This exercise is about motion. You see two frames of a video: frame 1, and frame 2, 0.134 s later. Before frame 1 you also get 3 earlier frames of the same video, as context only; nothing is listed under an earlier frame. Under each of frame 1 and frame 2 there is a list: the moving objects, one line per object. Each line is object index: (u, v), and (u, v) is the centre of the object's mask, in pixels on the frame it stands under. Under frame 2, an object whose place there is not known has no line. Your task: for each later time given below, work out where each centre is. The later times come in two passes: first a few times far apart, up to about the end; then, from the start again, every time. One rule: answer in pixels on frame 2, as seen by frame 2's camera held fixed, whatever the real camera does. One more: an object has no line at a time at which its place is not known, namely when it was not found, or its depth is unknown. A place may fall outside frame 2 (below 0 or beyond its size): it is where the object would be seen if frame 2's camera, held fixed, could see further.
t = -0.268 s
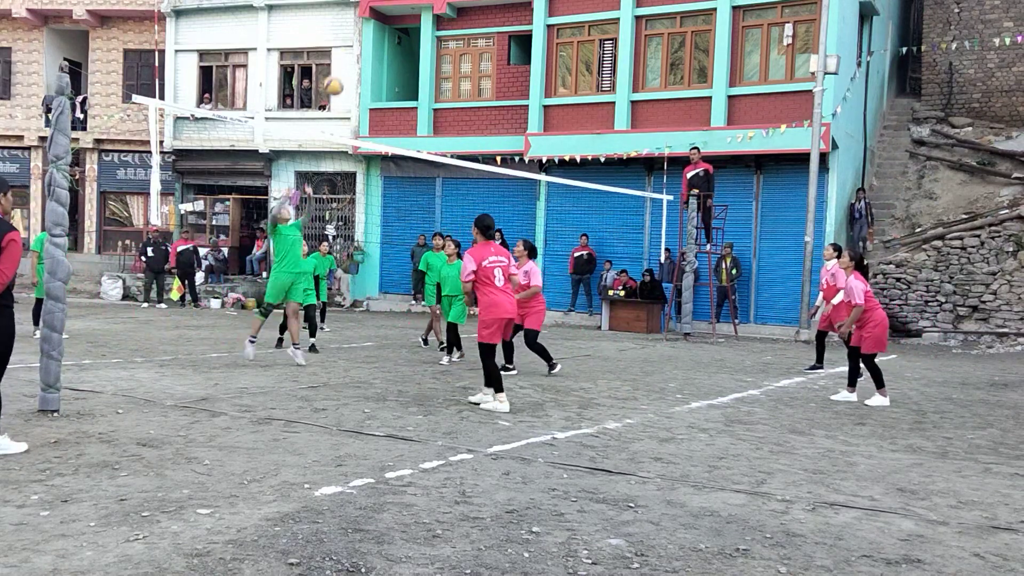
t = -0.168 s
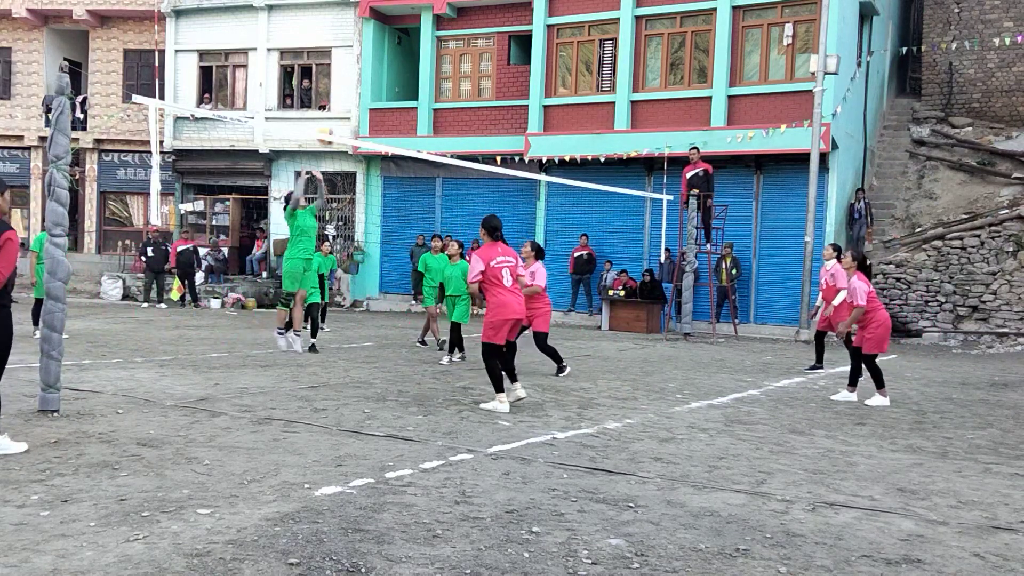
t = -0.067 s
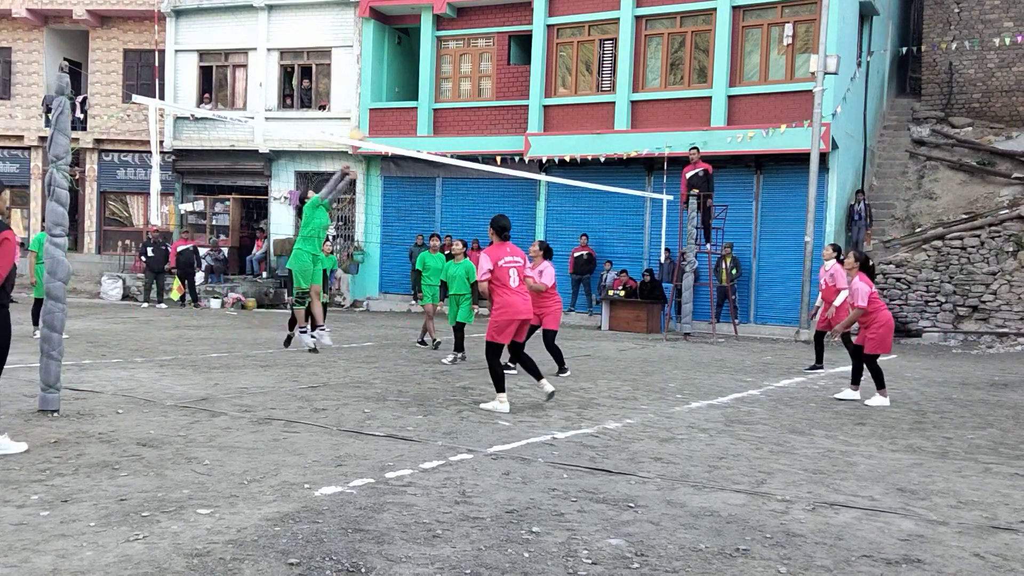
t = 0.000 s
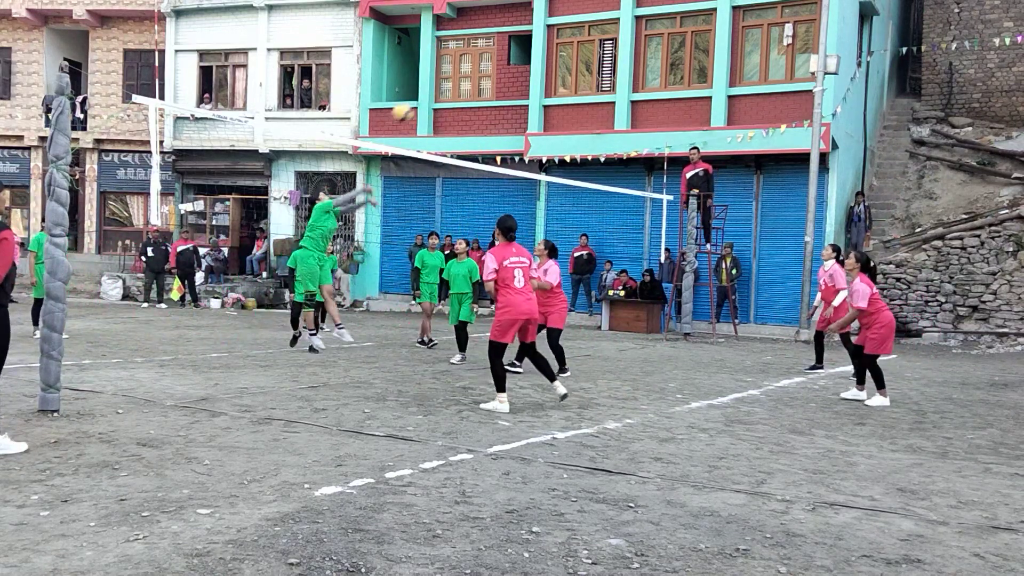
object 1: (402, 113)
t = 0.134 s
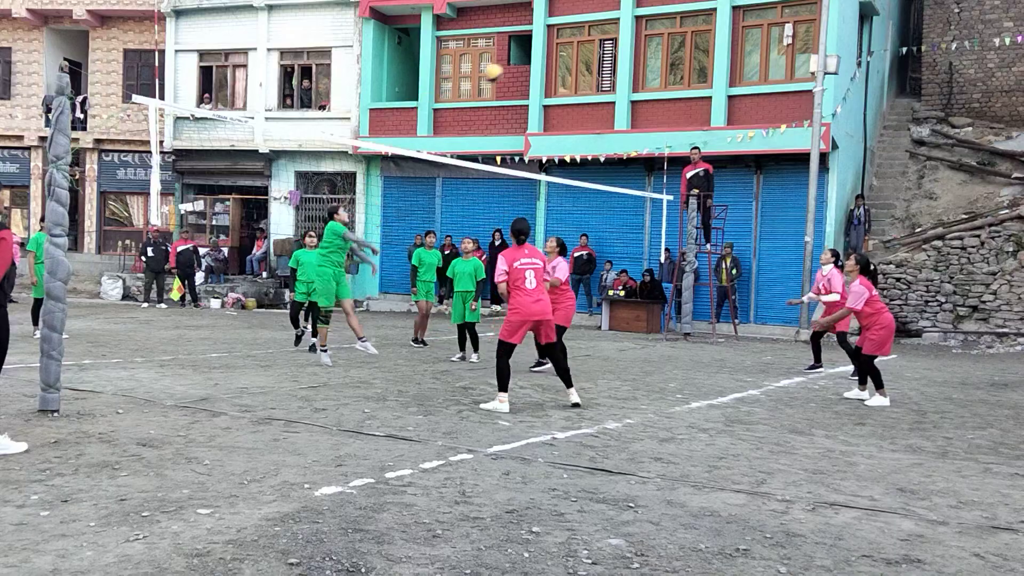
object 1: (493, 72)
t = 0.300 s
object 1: (601, 44)
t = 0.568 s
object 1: (764, 55)
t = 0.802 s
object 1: (896, 113)
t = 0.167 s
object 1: (514, 65)
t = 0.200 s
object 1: (535, 60)
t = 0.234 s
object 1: (558, 52)
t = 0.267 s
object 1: (580, 49)
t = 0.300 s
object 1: (601, 44)
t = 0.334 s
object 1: (621, 44)
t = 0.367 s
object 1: (642, 42)
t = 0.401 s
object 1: (663, 42)
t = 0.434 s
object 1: (684, 42)
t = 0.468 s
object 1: (704, 44)
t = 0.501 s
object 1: (724, 48)
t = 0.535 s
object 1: (744, 51)
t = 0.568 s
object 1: (764, 55)
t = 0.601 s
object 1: (785, 61)
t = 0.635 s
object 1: (802, 68)
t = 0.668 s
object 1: (821, 75)
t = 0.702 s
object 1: (841, 84)
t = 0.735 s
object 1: (859, 93)
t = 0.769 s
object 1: (878, 103)
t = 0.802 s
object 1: (896, 113)
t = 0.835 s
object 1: (915, 126)
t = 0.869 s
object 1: (932, 138)
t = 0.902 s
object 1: (951, 152)
